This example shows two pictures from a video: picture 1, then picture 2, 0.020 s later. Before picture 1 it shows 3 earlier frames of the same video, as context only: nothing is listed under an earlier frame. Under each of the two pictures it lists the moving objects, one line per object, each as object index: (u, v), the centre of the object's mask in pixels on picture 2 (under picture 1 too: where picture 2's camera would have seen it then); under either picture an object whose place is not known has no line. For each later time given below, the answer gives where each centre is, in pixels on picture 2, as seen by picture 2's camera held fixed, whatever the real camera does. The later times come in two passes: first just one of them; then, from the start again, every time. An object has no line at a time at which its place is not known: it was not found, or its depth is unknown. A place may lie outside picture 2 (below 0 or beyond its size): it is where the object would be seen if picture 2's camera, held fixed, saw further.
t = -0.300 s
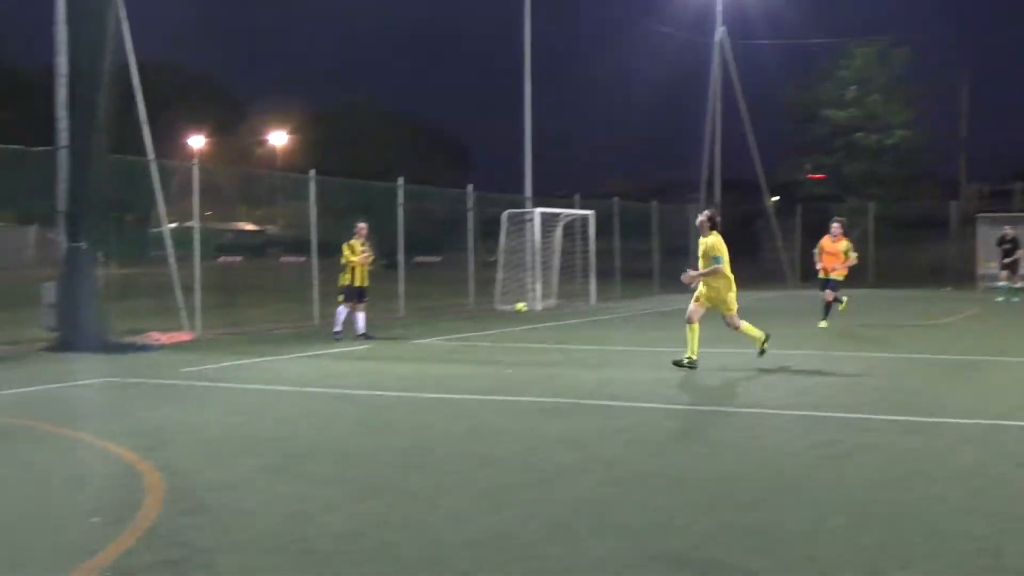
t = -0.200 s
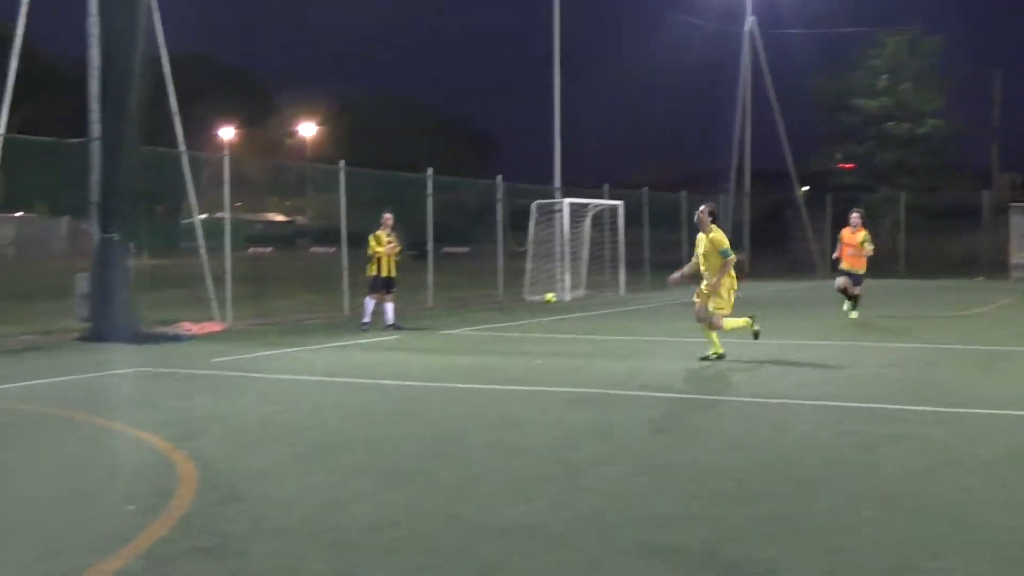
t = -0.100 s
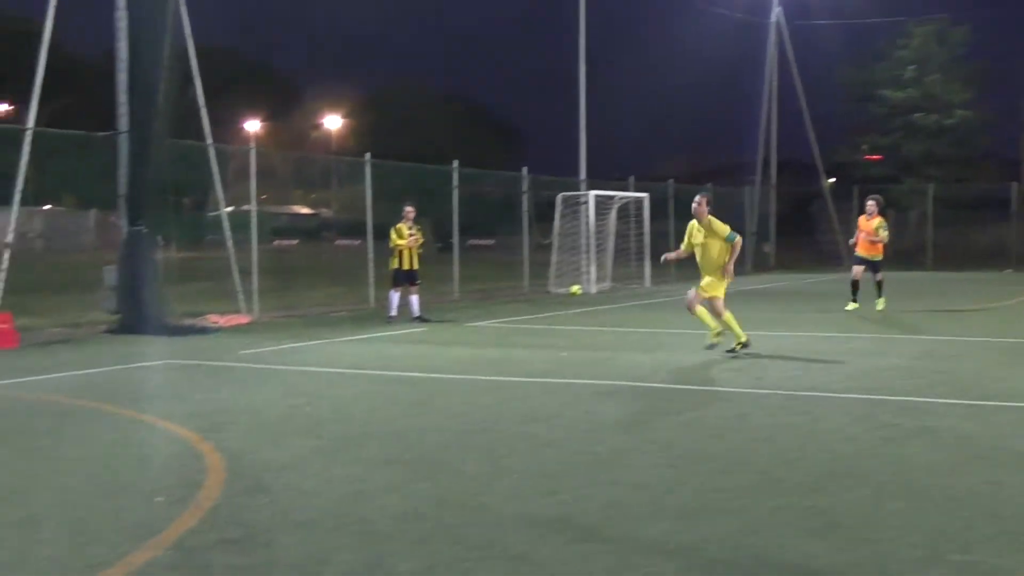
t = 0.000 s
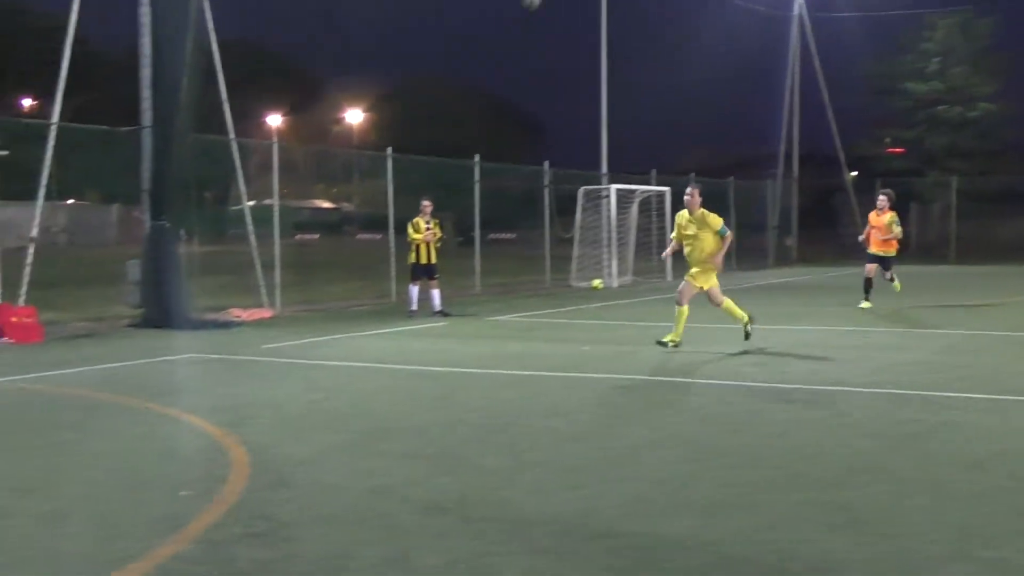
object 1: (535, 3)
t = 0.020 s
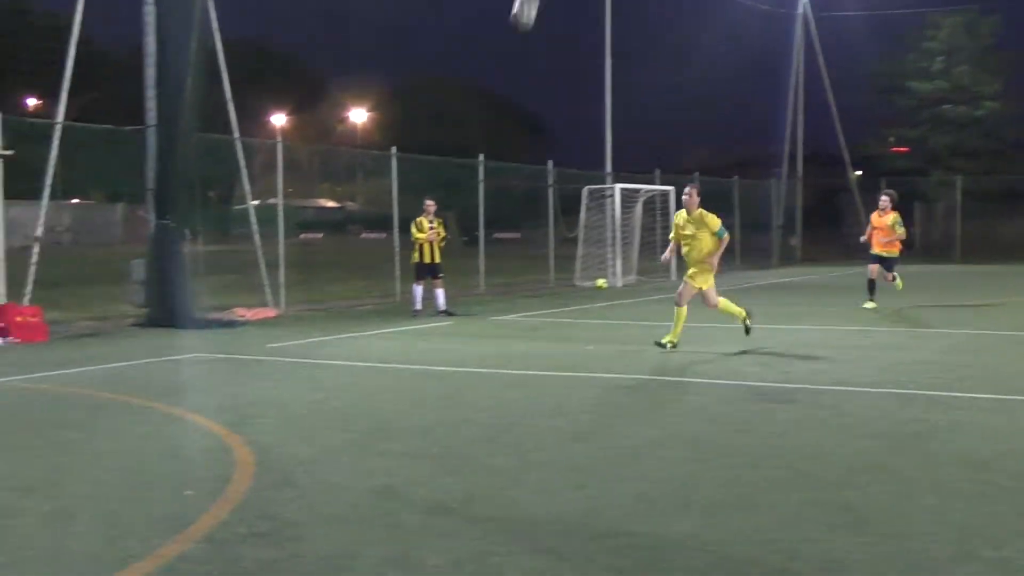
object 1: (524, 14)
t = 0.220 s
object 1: (405, 271)
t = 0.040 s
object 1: (513, 32)
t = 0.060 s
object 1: (502, 55)
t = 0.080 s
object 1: (492, 79)
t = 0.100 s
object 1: (481, 103)
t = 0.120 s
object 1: (470, 130)
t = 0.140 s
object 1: (457, 156)
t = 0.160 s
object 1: (444, 183)
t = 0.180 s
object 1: (433, 209)
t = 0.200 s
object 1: (416, 244)
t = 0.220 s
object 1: (405, 271)
